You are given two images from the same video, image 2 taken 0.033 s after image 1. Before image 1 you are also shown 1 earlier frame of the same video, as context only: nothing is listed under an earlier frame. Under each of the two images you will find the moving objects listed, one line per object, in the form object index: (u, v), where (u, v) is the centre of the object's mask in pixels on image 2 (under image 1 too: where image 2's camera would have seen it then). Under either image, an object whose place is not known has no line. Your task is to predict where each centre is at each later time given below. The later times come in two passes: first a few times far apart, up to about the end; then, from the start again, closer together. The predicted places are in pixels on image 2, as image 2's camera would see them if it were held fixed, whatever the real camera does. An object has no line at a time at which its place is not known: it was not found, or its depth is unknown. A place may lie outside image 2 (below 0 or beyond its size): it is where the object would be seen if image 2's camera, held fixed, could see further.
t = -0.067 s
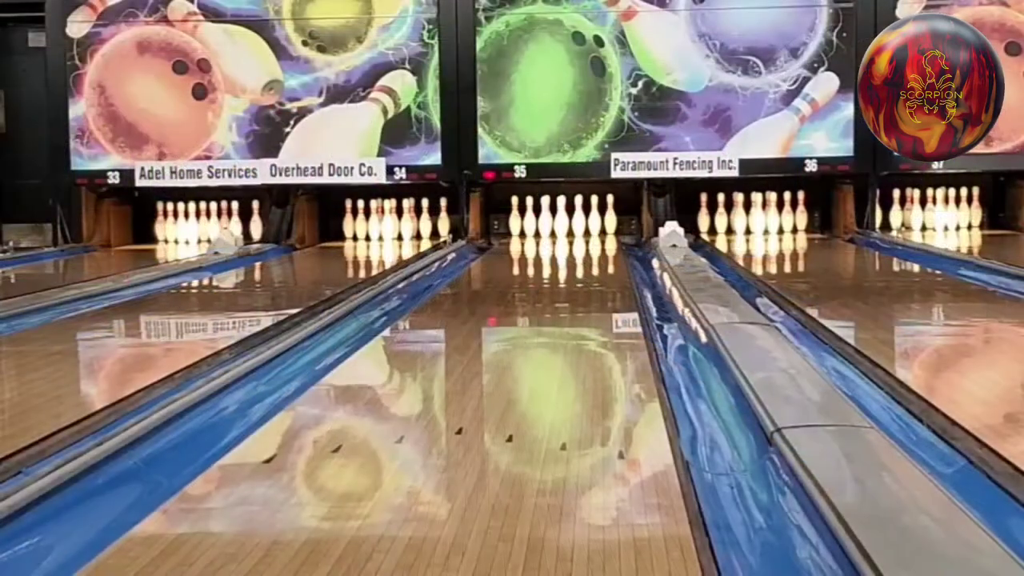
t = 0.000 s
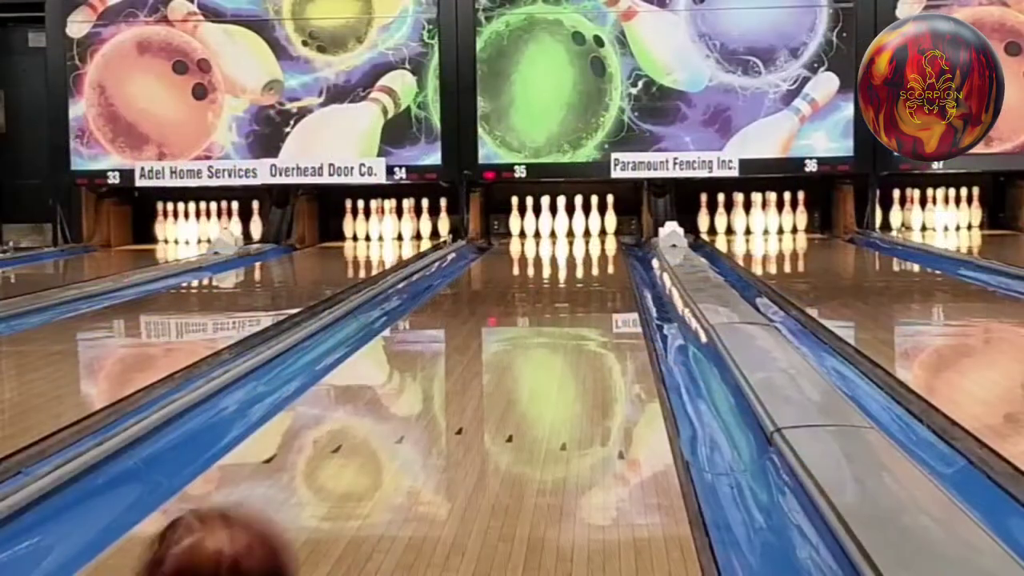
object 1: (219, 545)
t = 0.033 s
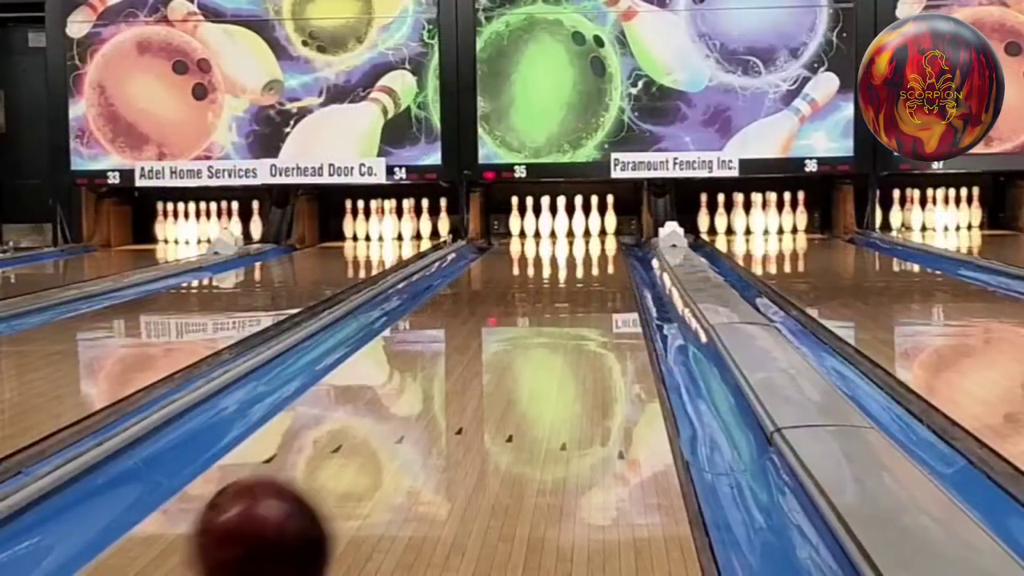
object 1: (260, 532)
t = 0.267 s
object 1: (437, 400)
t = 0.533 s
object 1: (520, 327)
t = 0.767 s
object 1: (558, 293)
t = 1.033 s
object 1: (584, 269)
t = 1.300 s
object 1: (597, 253)
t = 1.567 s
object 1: (596, 241)
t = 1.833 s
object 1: (586, 232)
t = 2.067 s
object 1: (569, 227)
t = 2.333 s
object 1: (561, 225)
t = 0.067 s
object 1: (299, 515)
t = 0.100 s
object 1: (331, 490)
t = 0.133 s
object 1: (358, 465)
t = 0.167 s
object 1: (382, 446)
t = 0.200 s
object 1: (402, 429)
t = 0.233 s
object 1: (421, 413)
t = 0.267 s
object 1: (437, 400)
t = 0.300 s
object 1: (451, 388)
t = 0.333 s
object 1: (464, 377)
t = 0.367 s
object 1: (476, 367)
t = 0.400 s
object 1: (486, 357)
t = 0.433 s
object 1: (496, 349)
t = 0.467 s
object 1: (505, 341)
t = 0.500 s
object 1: (513, 334)
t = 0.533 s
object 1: (520, 327)
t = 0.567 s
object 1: (527, 321)
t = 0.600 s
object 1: (533, 316)
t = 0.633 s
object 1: (539, 311)
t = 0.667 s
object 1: (545, 306)
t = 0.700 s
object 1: (550, 302)
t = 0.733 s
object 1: (554, 297)
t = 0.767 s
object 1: (558, 293)
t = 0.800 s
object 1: (563, 290)
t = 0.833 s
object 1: (567, 287)
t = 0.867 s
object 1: (570, 283)
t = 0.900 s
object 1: (573, 280)
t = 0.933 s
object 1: (577, 277)
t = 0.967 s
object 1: (580, 275)
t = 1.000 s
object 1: (582, 272)
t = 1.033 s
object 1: (584, 269)
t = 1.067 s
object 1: (587, 266)
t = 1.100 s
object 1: (589, 264)
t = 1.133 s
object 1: (591, 262)
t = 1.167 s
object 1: (592, 260)
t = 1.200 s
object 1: (594, 258)
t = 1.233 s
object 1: (595, 256)
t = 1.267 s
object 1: (596, 254)
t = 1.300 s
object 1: (597, 253)
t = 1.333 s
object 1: (597, 251)
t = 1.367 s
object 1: (598, 250)
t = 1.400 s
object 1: (598, 248)
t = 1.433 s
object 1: (599, 246)
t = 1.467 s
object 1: (598, 245)
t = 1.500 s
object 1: (597, 244)
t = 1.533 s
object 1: (597, 242)
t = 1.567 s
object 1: (596, 241)
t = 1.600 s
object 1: (596, 240)
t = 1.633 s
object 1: (594, 239)
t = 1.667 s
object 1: (593, 237)
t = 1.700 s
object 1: (592, 236)
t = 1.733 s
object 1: (592, 235)
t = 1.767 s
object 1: (590, 234)
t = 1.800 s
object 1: (588, 233)
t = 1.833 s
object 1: (586, 232)
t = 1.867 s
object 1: (583, 231)
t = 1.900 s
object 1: (581, 230)
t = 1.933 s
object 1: (579, 229)
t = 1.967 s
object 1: (577, 229)
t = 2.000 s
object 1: (576, 229)
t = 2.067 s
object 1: (569, 227)
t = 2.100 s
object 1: (568, 227)
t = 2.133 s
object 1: (568, 227)
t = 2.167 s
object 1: (567, 226)
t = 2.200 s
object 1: (565, 226)
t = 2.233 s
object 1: (565, 226)
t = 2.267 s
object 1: (563, 224)
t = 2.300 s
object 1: (561, 223)
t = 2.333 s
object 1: (561, 225)
